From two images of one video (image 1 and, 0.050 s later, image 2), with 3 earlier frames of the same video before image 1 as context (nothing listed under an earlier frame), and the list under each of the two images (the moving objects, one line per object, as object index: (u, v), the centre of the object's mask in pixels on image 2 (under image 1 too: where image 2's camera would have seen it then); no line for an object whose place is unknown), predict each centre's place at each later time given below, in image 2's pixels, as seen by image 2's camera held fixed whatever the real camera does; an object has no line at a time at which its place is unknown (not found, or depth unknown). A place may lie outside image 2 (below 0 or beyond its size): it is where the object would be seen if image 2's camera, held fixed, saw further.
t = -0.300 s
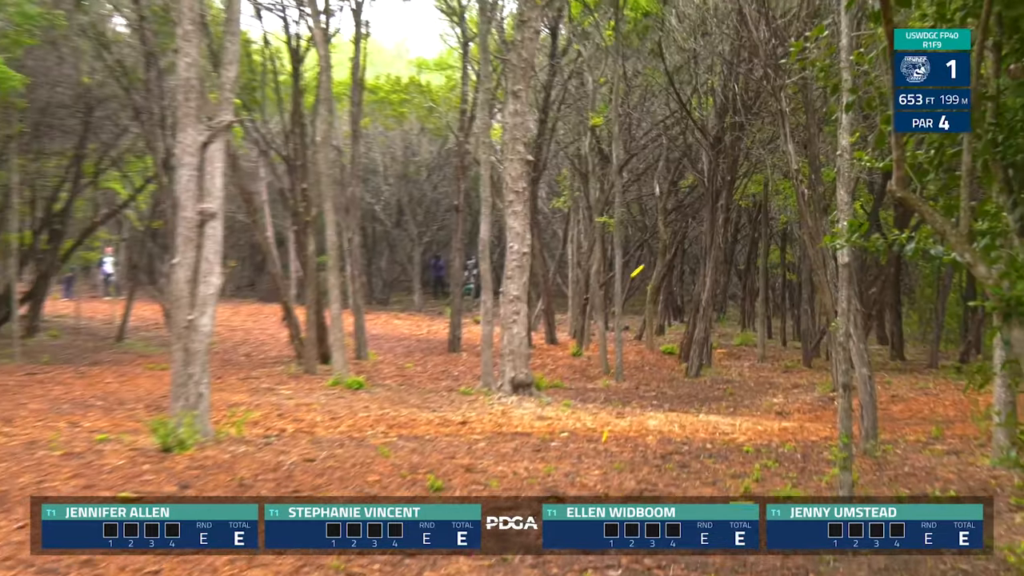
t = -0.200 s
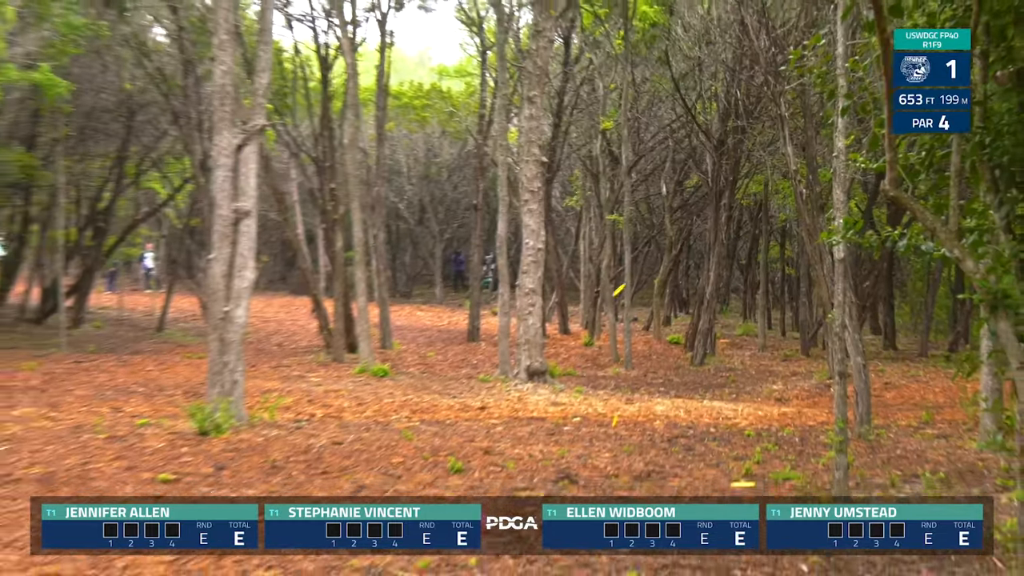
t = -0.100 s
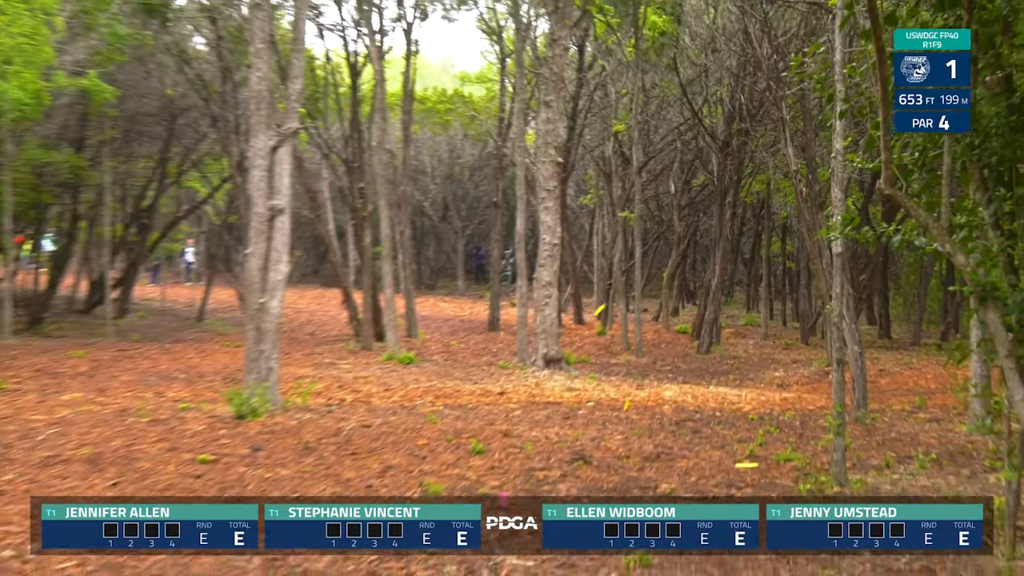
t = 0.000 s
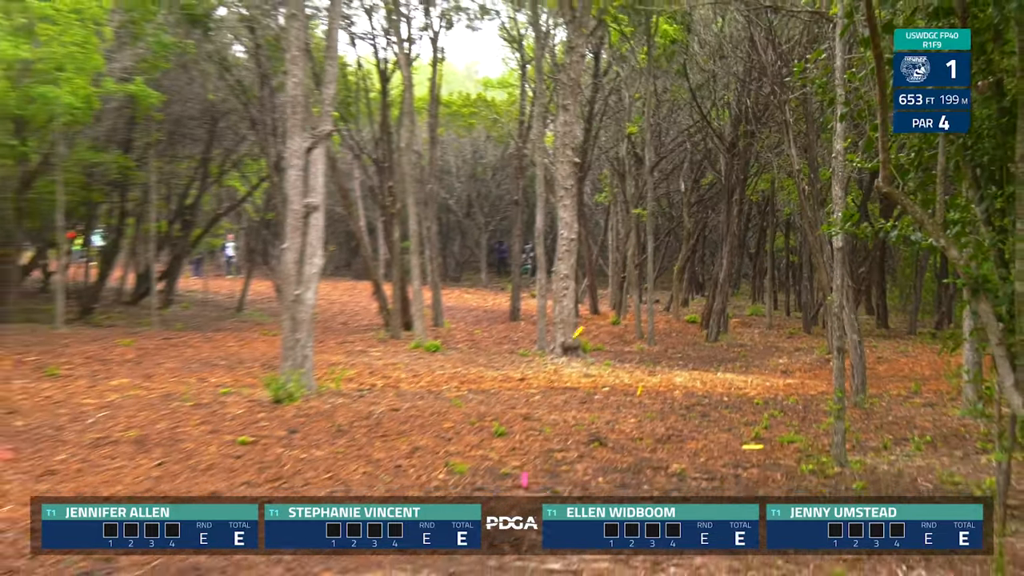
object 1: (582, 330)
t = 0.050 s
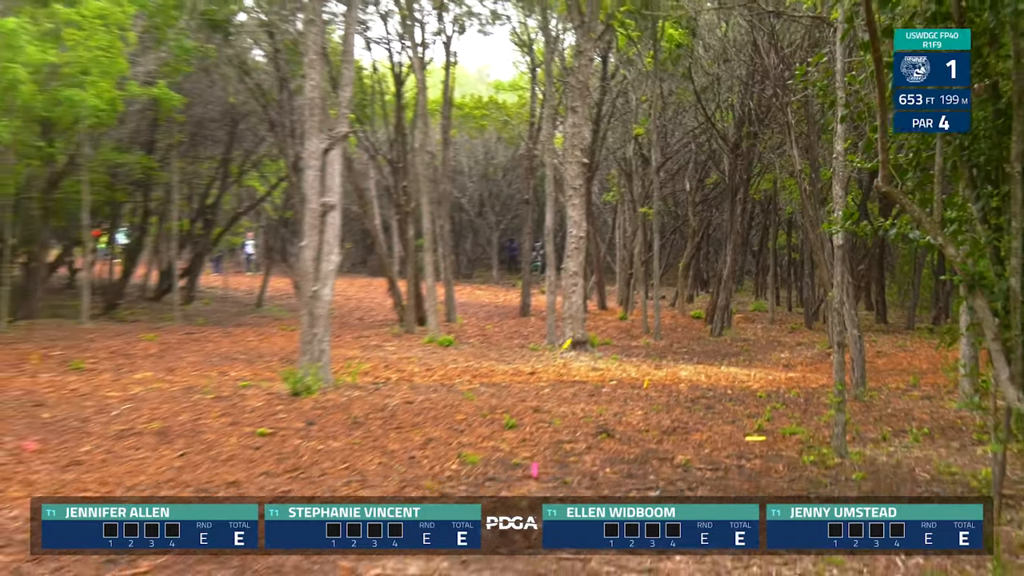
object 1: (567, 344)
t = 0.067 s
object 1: (561, 349)
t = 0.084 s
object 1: (556, 353)
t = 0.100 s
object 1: (551, 358)
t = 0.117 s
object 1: (543, 365)
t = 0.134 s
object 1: (537, 370)
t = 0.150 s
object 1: (529, 378)
